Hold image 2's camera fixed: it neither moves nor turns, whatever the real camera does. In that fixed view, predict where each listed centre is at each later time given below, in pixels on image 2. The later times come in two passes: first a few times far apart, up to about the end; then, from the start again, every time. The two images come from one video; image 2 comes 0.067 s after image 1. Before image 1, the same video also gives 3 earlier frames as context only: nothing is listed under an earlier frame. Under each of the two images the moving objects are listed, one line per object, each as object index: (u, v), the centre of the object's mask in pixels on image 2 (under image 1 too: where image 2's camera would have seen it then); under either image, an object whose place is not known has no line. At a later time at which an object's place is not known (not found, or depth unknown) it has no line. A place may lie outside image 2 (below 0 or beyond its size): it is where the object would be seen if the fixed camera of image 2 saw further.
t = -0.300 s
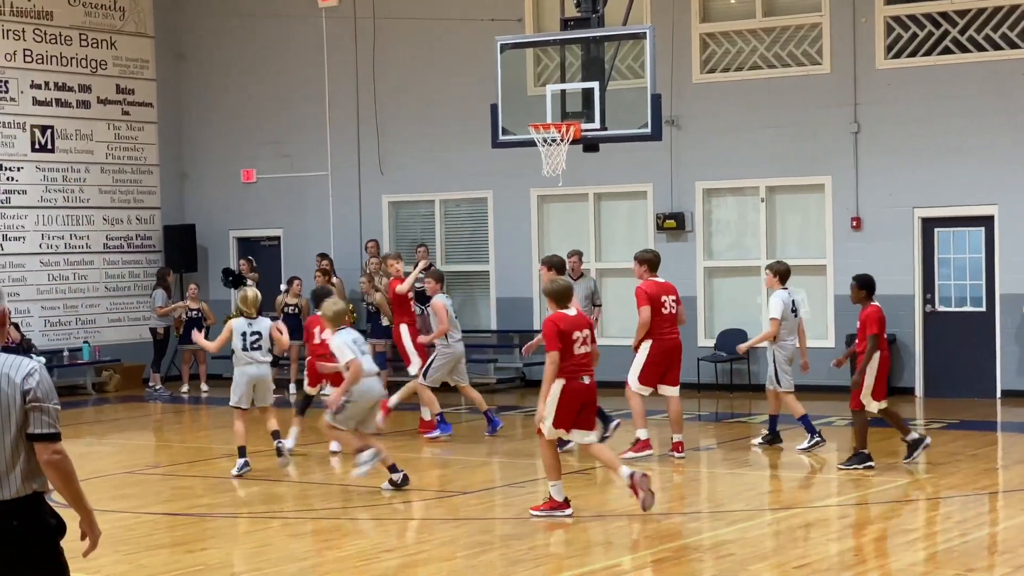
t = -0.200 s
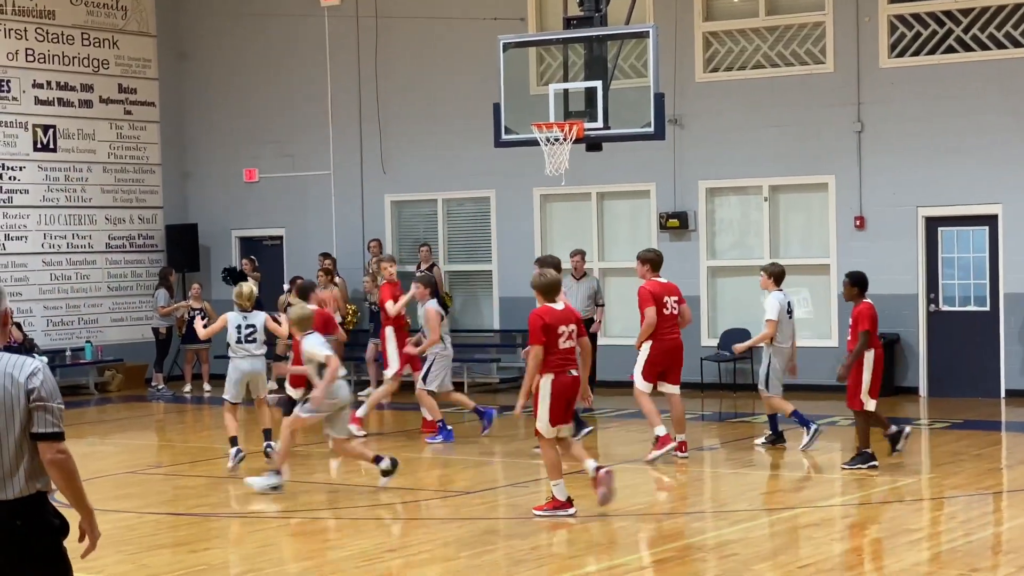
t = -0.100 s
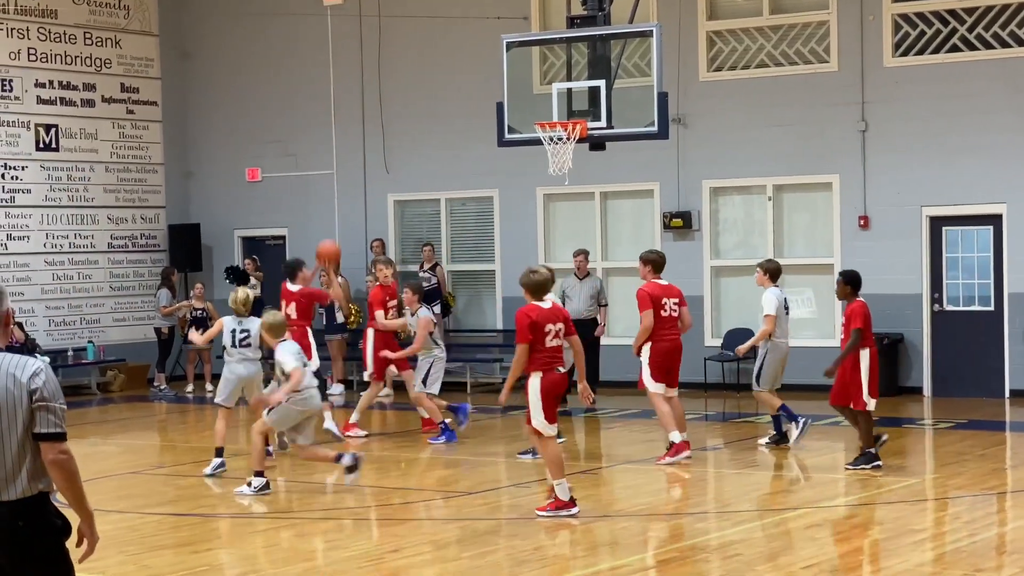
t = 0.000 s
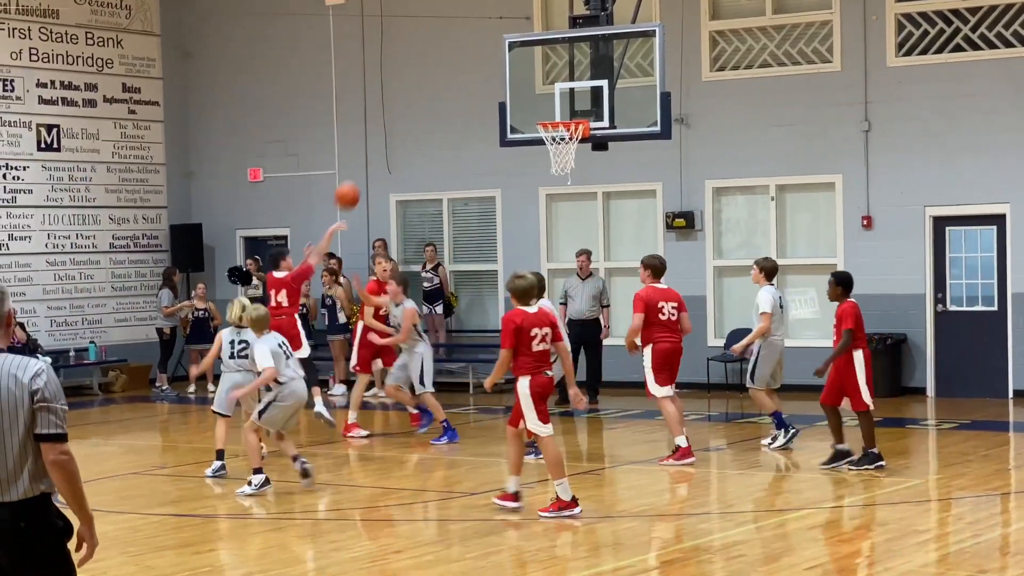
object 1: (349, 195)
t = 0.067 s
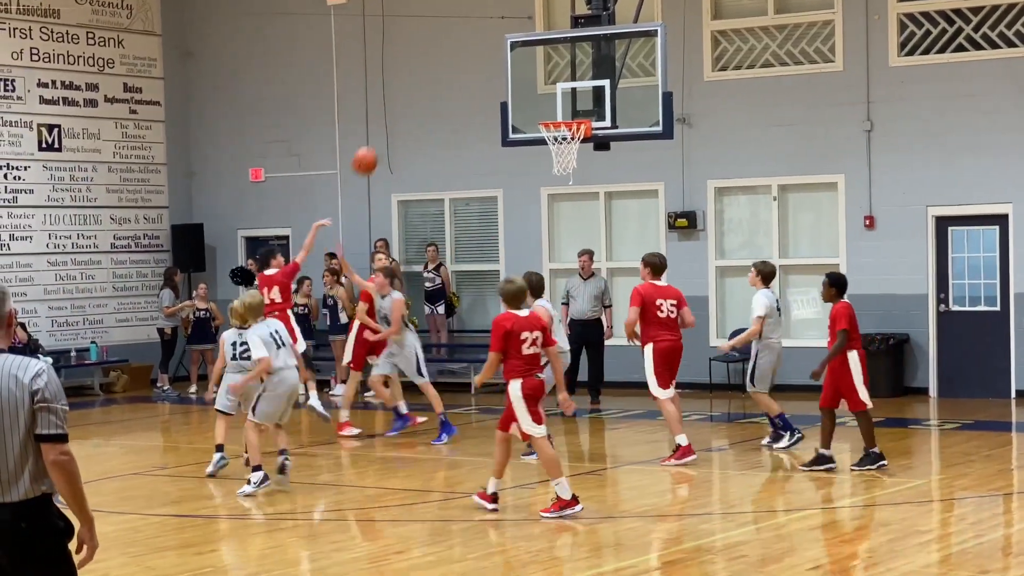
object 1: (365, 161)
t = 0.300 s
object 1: (421, 79)
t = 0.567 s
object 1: (484, 54)
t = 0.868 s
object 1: (555, 111)
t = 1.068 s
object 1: (580, 168)
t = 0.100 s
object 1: (372, 146)
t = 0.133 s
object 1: (381, 131)
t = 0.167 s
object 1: (389, 119)
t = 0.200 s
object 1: (397, 107)
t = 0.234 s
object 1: (405, 96)
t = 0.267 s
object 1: (413, 87)
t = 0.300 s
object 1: (421, 79)
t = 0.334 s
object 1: (429, 71)
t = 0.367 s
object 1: (437, 65)
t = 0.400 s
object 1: (445, 61)
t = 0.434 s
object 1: (453, 57)
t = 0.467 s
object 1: (461, 55)
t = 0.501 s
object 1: (469, 53)
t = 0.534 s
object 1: (476, 53)
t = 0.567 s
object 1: (484, 54)
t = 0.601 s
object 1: (492, 56)
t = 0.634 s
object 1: (500, 60)
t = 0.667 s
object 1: (508, 64)
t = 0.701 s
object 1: (516, 69)
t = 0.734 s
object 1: (524, 75)
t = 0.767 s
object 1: (531, 82)
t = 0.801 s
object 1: (539, 92)
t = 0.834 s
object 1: (547, 101)
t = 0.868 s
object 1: (555, 111)
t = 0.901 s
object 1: (563, 117)
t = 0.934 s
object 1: (568, 135)
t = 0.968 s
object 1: (575, 144)
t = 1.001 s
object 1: (576, 151)
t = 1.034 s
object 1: (578, 160)
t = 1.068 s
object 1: (580, 168)
